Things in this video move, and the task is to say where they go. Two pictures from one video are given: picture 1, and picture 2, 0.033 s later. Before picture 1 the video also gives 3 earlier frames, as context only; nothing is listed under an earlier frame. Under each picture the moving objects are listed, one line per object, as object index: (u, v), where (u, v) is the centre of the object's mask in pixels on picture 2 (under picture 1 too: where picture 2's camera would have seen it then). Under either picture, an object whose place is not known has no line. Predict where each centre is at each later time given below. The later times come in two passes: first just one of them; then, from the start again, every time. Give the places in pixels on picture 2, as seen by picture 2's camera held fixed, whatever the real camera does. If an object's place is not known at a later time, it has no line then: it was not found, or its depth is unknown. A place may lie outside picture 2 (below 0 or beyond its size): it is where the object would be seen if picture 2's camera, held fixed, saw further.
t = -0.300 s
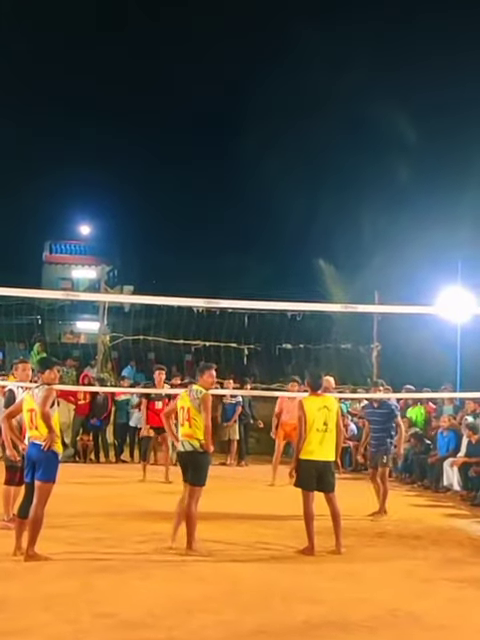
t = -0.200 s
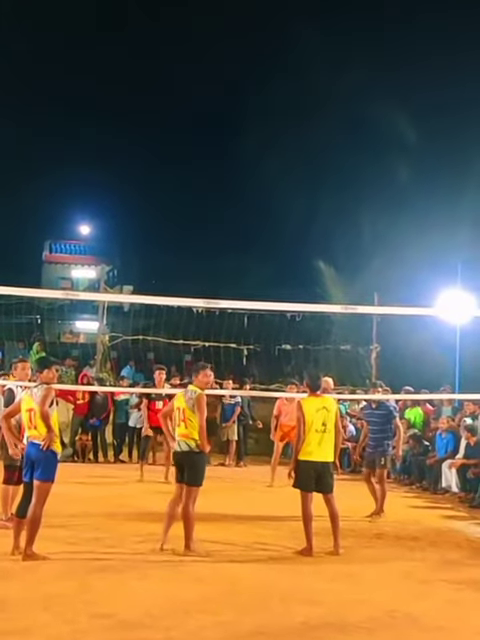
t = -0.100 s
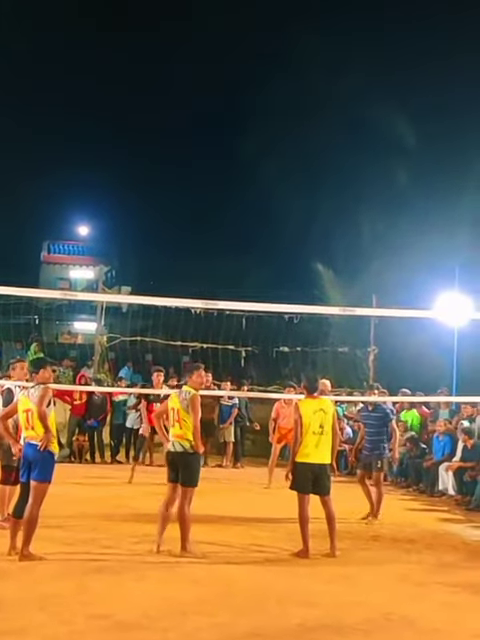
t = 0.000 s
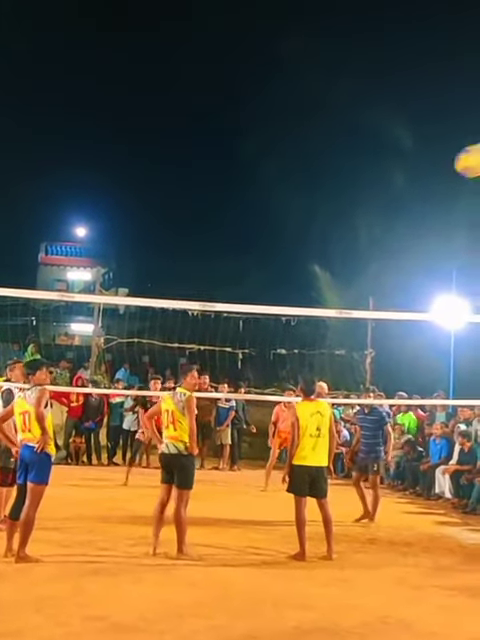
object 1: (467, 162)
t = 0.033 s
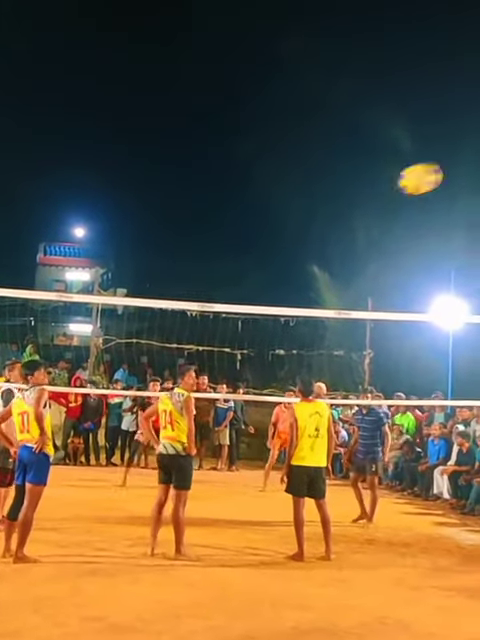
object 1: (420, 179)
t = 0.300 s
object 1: (167, 308)
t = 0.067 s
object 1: (372, 196)
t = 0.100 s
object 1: (329, 212)
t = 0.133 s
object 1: (293, 229)
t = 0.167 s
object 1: (262, 245)
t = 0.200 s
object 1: (234, 260)
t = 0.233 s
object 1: (210, 276)
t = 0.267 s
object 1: (187, 291)
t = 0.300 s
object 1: (167, 308)
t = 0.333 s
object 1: (150, 322)
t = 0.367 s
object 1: (133, 338)
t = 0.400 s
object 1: (119, 353)
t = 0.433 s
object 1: (105, 368)
